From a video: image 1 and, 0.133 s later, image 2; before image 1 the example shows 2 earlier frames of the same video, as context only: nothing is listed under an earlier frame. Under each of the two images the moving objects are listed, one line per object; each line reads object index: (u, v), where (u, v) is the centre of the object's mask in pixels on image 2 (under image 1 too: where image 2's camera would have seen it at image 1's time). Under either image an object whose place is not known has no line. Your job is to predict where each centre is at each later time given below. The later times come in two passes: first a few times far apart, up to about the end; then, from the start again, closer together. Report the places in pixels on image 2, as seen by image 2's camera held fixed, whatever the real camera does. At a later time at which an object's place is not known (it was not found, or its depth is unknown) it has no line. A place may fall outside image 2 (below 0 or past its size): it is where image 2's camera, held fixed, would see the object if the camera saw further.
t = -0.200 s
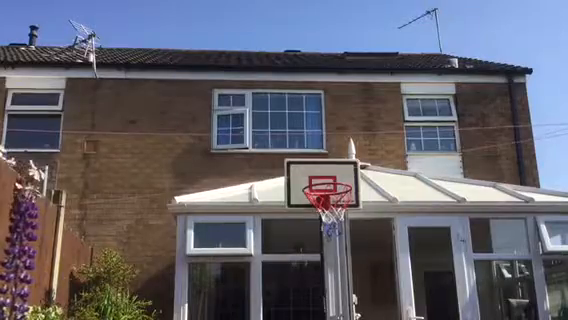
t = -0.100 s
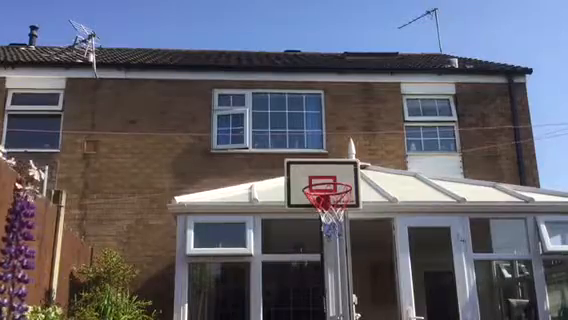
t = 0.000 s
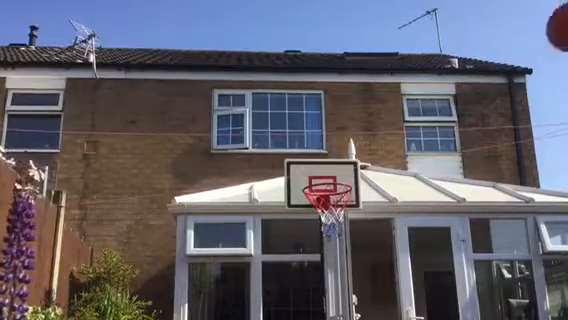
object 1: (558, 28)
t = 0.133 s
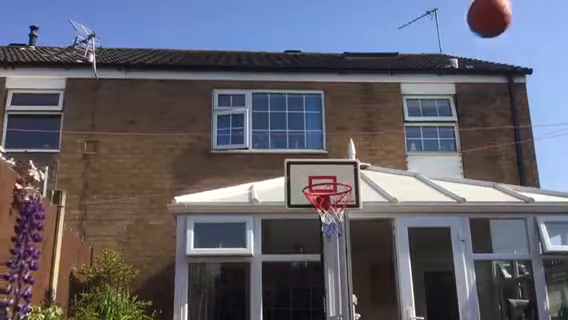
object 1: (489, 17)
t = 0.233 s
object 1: (444, 26)
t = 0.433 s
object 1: (381, 79)
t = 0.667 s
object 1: (339, 166)
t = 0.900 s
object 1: (323, 175)
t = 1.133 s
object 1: (322, 168)
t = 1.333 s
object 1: (326, 175)
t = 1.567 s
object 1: (338, 240)
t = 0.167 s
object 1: (473, 19)
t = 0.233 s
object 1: (444, 26)
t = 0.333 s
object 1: (408, 48)
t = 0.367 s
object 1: (399, 57)
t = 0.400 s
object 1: (390, 68)
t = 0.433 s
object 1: (381, 79)
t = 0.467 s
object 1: (376, 89)
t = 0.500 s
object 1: (367, 101)
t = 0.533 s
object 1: (358, 116)
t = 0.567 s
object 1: (352, 130)
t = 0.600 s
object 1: (346, 146)
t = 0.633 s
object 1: (339, 160)
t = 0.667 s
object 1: (339, 166)
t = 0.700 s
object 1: (336, 172)
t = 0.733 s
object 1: (335, 179)
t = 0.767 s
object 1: (332, 176)
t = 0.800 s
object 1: (331, 174)
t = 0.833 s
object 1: (329, 173)
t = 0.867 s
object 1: (325, 173)
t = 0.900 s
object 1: (323, 175)
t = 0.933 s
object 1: (320, 177)
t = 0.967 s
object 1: (320, 177)
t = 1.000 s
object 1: (320, 175)
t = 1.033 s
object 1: (320, 172)
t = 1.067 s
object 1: (321, 172)
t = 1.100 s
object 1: (322, 169)
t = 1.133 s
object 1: (322, 168)
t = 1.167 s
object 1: (323, 166)
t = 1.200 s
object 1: (324, 166)
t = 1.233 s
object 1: (325, 167)
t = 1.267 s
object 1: (325, 168)
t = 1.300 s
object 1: (326, 171)
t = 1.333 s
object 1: (326, 175)
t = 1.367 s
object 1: (327, 179)
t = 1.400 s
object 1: (328, 188)
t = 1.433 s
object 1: (333, 193)
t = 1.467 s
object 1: (334, 204)
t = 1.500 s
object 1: (336, 214)
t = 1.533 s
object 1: (336, 224)
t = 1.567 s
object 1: (338, 240)
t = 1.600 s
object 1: (341, 258)
